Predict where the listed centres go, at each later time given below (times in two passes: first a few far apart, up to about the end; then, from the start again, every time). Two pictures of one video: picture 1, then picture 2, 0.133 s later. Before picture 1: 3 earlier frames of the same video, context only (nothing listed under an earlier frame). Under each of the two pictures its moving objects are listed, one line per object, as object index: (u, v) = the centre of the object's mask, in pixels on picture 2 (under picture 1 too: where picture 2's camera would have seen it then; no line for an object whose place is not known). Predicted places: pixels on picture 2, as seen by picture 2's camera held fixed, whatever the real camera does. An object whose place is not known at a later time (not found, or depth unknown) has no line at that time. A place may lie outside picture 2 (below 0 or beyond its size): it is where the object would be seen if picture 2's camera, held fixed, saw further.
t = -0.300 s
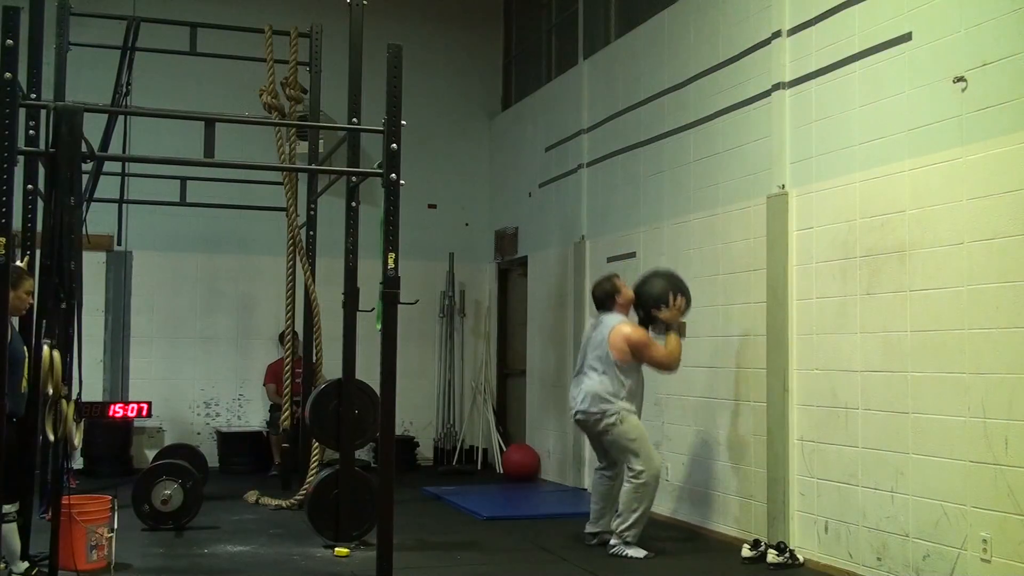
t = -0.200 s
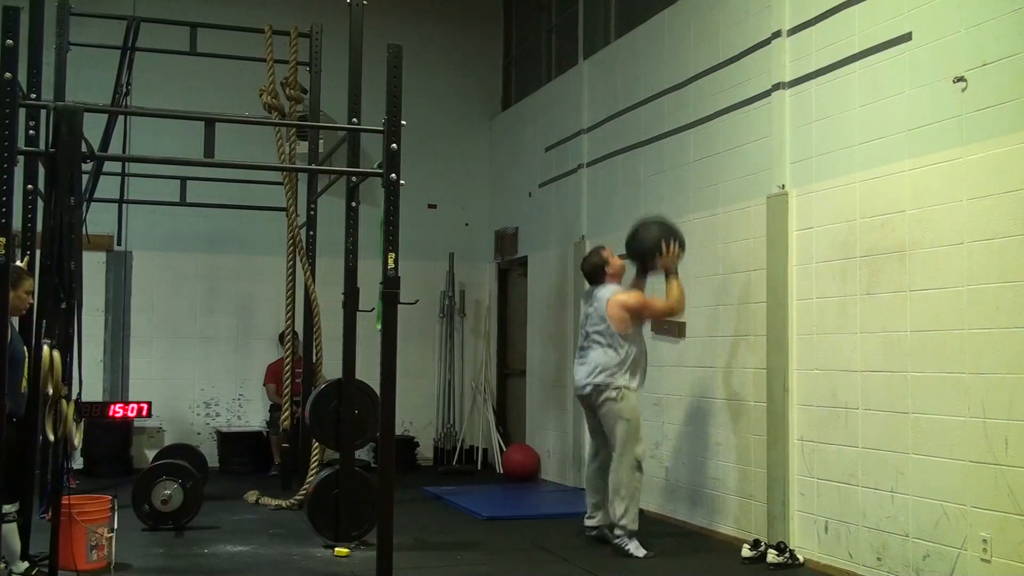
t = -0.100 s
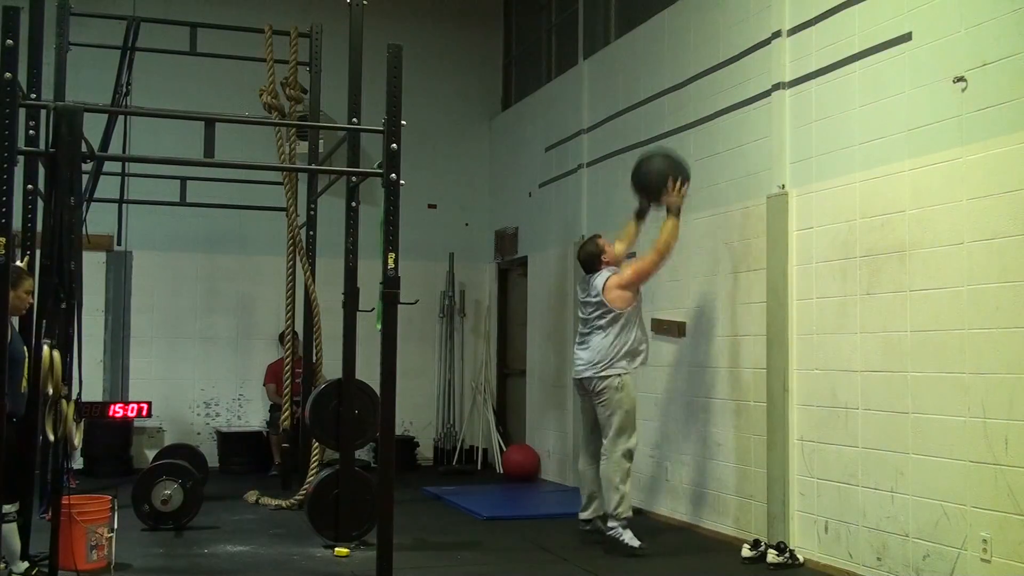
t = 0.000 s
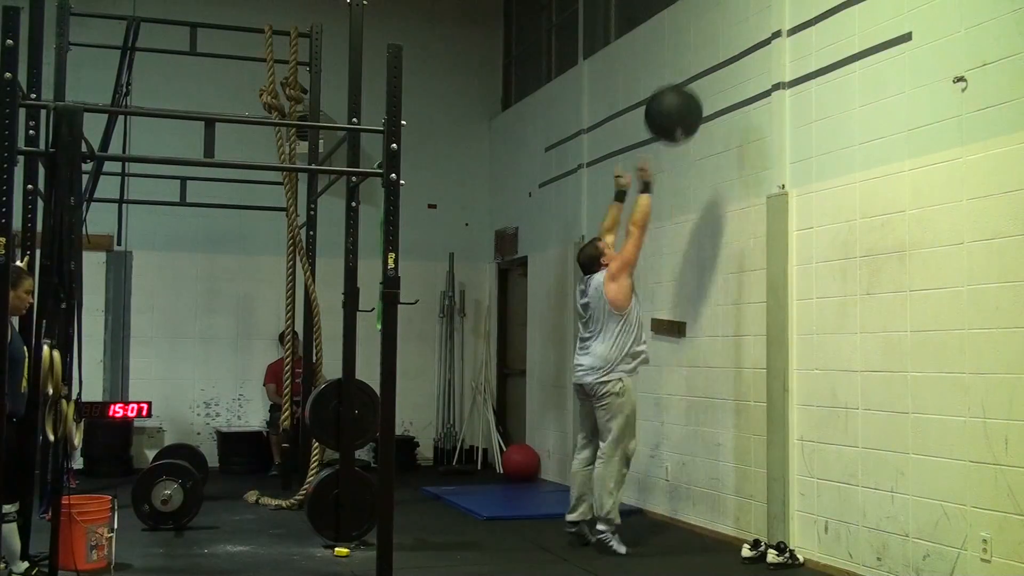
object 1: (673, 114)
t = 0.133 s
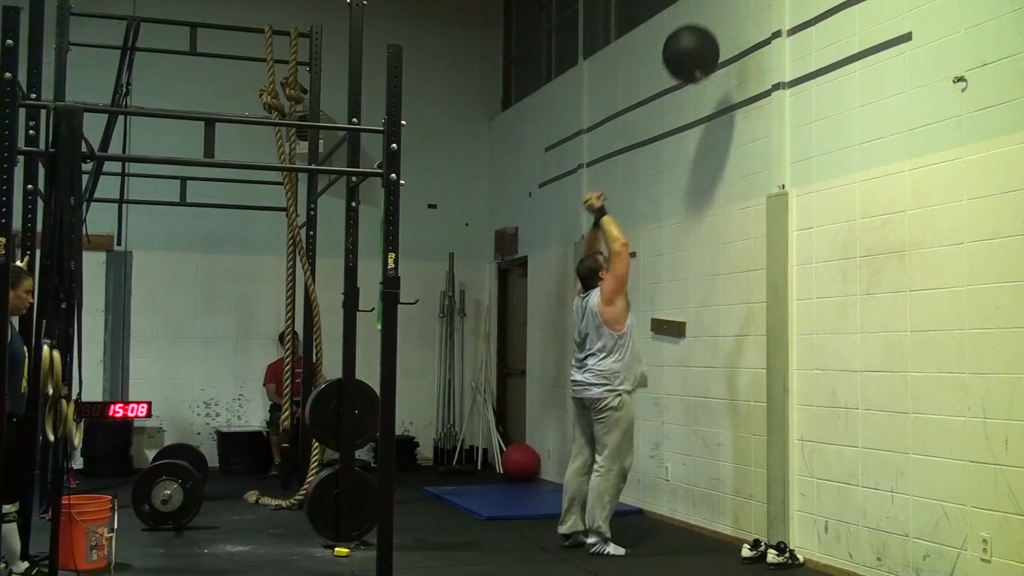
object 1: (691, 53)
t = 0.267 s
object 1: (708, 23)
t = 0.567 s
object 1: (711, 38)
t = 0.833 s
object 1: (690, 165)
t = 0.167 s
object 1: (695, 43)
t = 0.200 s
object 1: (700, 34)
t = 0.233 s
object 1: (704, 27)
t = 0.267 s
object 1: (708, 23)
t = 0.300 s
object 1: (712, 21)
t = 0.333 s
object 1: (717, 19)
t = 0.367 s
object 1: (722, 19)
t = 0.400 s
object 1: (724, 20)
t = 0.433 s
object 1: (722, 21)
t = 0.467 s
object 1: (720, 23)
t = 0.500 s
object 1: (717, 25)
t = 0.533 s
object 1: (713, 30)
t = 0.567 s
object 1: (711, 38)
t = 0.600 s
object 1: (708, 48)
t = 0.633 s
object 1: (705, 59)
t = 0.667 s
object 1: (703, 72)
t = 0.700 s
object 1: (700, 87)
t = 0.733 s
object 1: (698, 105)
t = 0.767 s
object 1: (695, 123)
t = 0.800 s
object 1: (692, 143)
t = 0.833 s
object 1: (690, 165)
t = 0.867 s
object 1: (687, 189)
